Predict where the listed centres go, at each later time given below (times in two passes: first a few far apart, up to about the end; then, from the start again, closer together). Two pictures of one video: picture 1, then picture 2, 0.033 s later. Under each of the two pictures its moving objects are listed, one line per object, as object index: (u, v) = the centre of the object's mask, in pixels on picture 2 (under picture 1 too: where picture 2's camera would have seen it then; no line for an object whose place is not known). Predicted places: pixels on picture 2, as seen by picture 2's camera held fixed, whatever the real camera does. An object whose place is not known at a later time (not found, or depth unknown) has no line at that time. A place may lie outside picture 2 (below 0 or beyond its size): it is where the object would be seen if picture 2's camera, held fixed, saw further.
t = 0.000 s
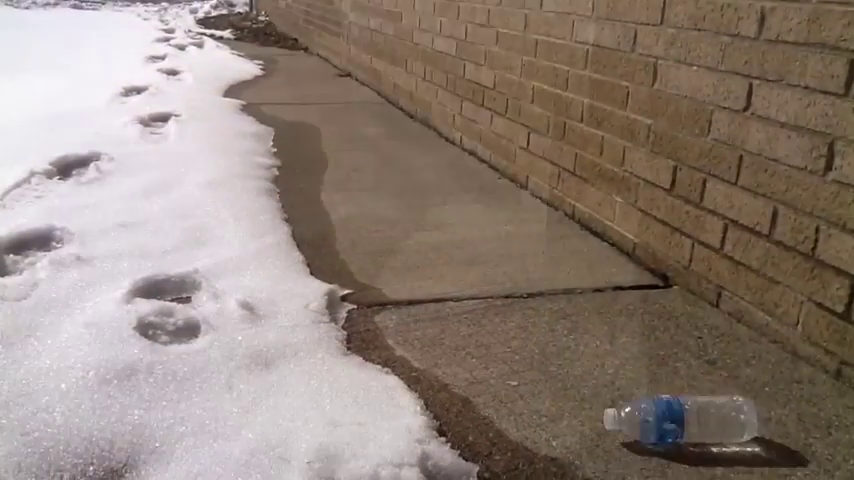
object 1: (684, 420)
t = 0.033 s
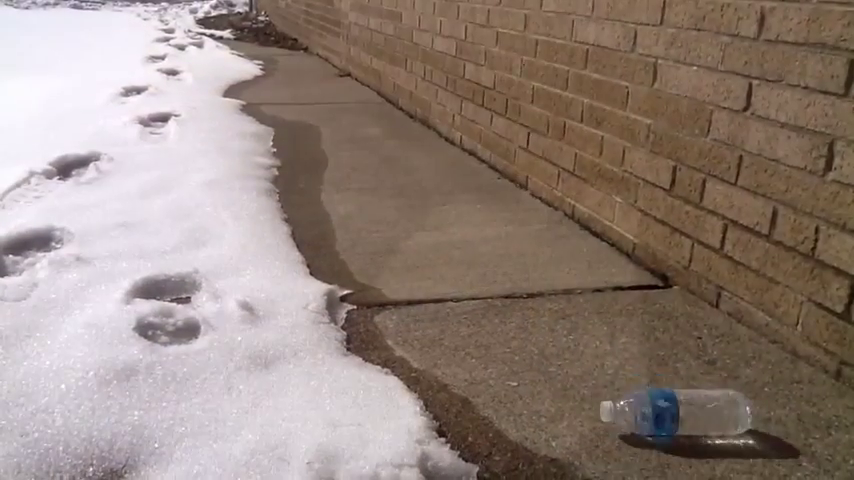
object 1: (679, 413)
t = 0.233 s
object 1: (651, 372)
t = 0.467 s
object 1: (624, 333)
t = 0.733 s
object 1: (597, 298)
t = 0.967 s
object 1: (576, 274)
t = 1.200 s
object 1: (556, 255)
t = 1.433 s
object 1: (537, 240)
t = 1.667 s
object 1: (521, 227)
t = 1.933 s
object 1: (505, 214)
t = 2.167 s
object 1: (493, 205)
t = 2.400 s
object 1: (482, 197)
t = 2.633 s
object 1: (472, 190)
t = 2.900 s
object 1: (461, 183)
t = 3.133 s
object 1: (453, 177)
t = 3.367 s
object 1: (445, 172)
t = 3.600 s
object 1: (438, 168)
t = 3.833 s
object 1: (433, 165)
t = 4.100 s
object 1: (428, 162)
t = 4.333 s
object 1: (424, 159)
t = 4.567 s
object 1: (421, 157)
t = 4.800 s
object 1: (416, 155)
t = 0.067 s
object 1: (674, 406)
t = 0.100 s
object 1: (669, 398)
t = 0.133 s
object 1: (664, 391)
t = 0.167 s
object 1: (660, 384)
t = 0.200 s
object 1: (656, 378)
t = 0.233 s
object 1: (651, 372)
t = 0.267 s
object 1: (647, 366)
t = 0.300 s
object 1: (642, 360)
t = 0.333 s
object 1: (638, 354)
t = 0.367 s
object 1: (635, 349)
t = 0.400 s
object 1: (630, 343)
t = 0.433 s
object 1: (628, 338)
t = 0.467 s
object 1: (624, 333)
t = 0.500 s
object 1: (620, 329)
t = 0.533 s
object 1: (616, 324)
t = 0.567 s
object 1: (612, 319)
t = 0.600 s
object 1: (609, 314)
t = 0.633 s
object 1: (606, 310)
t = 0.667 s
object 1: (603, 306)
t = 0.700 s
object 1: (600, 302)
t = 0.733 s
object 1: (597, 298)
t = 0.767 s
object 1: (594, 294)
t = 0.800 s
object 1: (591, 290)
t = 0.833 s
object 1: (588, 287)
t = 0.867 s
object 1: (585, 283)
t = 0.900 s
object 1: (581, 280)
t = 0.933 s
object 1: (578, 278)
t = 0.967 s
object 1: (576, 274)
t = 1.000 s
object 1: (575, 272)
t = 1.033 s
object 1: (572, 269)
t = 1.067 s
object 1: (569, 266)
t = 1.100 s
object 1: (565, 263)
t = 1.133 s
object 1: (563, 260)
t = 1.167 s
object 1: (560, 258)
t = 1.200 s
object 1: (556, 255)
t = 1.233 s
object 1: (553, 253)
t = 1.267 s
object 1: (551, 251)
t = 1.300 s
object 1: (548, 249)
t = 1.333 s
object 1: (545, 246)
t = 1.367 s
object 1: (542, 243)
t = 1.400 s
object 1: (540, 242)
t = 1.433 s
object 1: (537, 240)
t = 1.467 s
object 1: (535, 238)
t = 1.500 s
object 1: (532, 236)
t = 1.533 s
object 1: (530, 234)
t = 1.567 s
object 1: (528, 232)
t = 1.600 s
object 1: (525, 231)
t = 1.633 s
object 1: (523, 228)
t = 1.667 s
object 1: (521, 227)
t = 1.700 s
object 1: (519, 225)
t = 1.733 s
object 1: (517, 224)
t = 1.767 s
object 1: (515, 222)
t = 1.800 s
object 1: (513, 220)
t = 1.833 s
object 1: (510, 218)
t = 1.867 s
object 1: (509, 217)
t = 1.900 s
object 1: (507, 216)
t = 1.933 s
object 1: (505, 214)
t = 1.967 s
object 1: (503, 213)
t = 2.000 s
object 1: (501, 211)
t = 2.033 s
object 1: (500, 210)
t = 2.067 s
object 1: (498, 209)
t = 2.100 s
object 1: (496, 208)
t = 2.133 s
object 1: (495, 207)
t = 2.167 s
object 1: (493, 205)
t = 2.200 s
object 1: (491, 204)
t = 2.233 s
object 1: (490, 203)
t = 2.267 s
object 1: (488, 202)
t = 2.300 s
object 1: (486, 201)
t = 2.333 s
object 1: (485, 200)
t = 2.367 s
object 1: (484, 198)
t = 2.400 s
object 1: (482, 197)
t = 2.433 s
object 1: (480, 196)
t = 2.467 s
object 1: (478, 195)
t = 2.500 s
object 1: (478, 194)
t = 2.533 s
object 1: (476, 193)
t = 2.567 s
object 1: (475, 193)
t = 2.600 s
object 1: (473, 191)
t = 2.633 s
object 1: (472, 190)
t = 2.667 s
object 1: (470, 189)
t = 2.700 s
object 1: (469, 188)
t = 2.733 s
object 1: (468, 187)
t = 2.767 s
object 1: (466, 186)
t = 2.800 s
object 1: (465, 185)
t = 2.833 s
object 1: (463, 185)
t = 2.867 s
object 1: (462, 184)
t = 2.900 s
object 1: (461, 183)
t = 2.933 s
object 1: (460, 182)
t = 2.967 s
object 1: (458, 181)
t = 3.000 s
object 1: (457, 181)
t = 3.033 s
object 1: (456, 180)
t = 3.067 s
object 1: (455, 179)
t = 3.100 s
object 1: (454, 178)
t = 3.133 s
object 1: (453, 177)
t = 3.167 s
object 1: (451, 177)
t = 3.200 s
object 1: (450, 176)
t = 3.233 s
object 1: (449, 175)
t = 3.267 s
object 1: (448, 174)
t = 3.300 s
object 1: (447, 174)
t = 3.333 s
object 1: (446, 173)
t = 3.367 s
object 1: (445, 172)
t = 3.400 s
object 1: (444, 172)
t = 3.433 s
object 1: (443, 171)
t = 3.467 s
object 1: (441, 171)
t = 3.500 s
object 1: (441, 170)
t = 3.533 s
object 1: (440, 170)
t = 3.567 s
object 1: (439, 169)
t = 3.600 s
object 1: (438, 168)
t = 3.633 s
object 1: (438, 168)
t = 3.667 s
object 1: (437, 167)
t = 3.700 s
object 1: (436, 167)
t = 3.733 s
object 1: (435, 166)
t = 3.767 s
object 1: (435, 166)
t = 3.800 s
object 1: (434, 165)
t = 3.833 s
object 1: (433, 165)
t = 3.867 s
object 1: (432, 164)
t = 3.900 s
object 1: (432, 164)
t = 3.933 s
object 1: (431, 163)
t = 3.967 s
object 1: (430, 163)
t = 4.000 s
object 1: (429, 163)
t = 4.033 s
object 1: (429, 162)
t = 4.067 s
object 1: (429, 162)
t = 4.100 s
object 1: (428, 162)
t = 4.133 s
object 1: (427, 161)
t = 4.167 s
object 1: (427, 161)
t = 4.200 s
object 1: (426, 160)
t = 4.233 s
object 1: (426, 160)
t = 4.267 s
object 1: (425, 160)
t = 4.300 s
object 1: (425, 159)
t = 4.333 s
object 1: (424, 159)
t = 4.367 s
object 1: (423, 159)
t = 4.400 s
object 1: (423, 158)
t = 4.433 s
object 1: (423, 158)
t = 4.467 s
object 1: (422, 158)
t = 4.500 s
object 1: (422, 157)
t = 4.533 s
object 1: (421, 157)
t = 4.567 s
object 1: (421, 157)
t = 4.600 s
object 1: (420, 157)
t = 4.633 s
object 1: (420, 156)
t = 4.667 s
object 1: (419, 156)
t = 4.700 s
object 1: (418, 156)
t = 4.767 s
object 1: (417, 155)
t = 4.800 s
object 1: (416, 155)
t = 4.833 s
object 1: (416, 155)
